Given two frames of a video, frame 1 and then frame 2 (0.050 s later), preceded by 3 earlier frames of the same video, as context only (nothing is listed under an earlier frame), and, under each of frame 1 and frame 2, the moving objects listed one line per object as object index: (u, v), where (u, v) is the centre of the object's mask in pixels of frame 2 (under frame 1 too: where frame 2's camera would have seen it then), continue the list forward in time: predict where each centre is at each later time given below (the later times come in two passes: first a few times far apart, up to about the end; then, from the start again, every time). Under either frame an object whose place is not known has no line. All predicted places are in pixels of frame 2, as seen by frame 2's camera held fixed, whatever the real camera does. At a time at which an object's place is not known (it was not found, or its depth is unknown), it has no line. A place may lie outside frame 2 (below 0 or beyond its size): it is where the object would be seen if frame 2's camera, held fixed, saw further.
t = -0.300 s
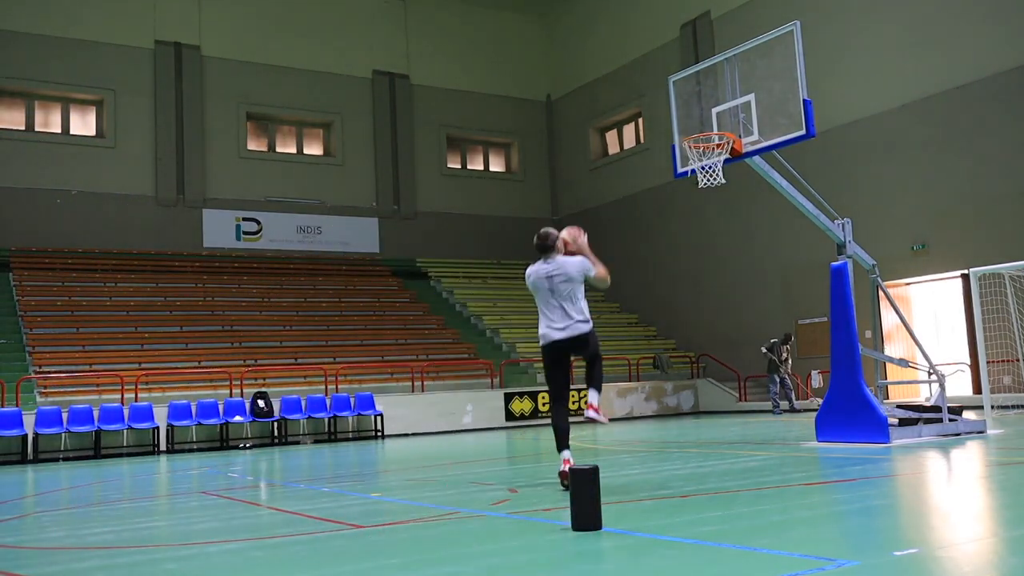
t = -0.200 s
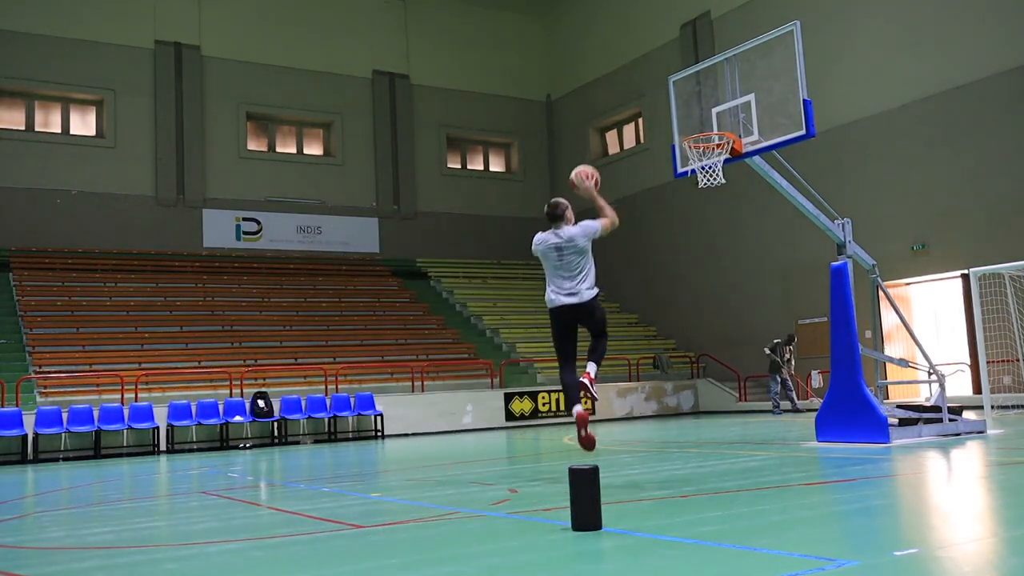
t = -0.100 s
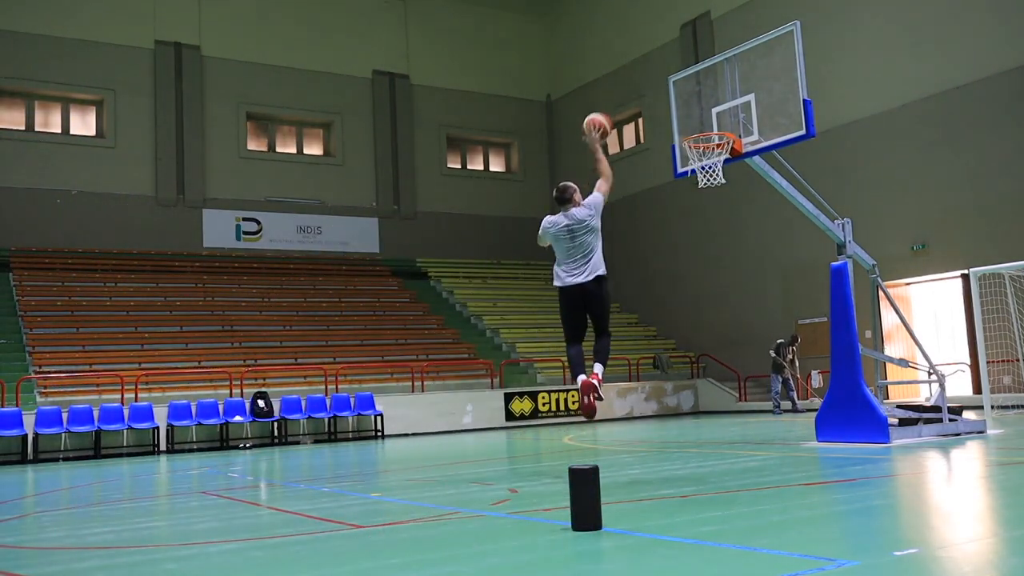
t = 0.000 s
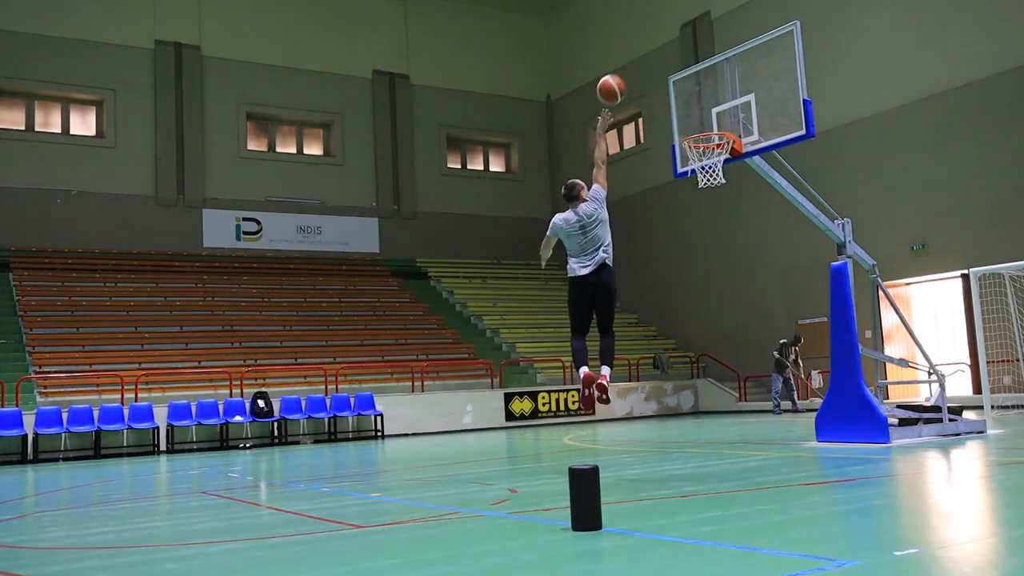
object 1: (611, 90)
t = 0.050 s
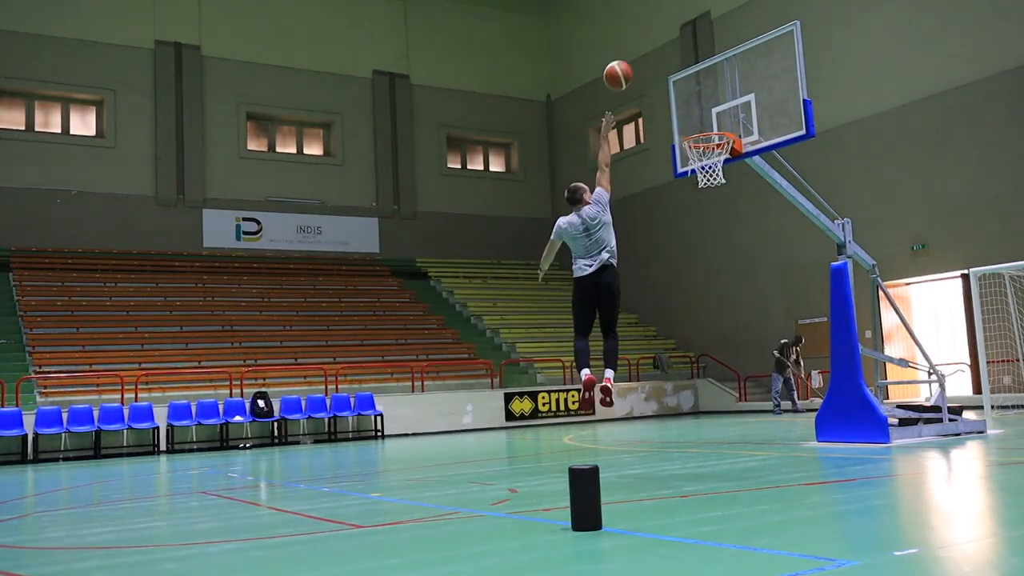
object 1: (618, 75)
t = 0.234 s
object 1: (643, 49)
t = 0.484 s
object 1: (677, 71)
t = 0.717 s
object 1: (705, 139)
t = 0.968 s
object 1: (716, 154)
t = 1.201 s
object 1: (711, 186)
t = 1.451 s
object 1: (711, 283)
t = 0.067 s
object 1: (620, 70)
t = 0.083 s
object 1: (623, 67)
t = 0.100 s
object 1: (625, 63)
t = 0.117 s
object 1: (627, 61)
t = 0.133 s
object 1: (630, 58)
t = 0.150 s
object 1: (632, 56)
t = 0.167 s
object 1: (634, 54)
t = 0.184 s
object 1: (636, 52)
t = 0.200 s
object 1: (638, 51)
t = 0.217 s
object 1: (641, 50)
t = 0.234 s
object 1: (643, 49)
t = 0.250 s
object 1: (645, 48)
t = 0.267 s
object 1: (648, 48)
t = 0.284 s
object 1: (650, 48)
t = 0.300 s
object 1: (652, 49)
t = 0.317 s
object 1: (654, 49)
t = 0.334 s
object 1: (656, 50)
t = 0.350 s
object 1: (659, 51)
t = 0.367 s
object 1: (661, 53)
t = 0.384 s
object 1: (663, 55)
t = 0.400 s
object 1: (666, 57)
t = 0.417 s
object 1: (668, 59)
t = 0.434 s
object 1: (670, 62)
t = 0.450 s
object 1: (672, 64)
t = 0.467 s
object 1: (674, 67)
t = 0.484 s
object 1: (677, 71)
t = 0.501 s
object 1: (678, 75)
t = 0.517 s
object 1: (681, 79)
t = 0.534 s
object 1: (684, 83)
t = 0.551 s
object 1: (686, 87)
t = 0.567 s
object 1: (688, 92)
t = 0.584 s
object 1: (691, 96)
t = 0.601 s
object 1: (693, 102)
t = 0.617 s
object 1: (695, 107)
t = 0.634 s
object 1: (697, 113)
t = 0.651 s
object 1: (699, 118)
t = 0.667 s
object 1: (702, 123)
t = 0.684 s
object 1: (703, 126)
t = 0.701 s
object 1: (704, 130)
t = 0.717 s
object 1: (705, 139)
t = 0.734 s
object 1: (707, 142)
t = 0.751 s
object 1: (708, 145)
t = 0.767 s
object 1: (711, 146)
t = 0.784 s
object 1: (717, 151)
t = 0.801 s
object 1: (717, 153)
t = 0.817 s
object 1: (717, 153)
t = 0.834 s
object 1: (717, 155)
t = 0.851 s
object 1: (718, 153)
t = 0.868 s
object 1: (718, 153)
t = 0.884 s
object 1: (719, 151)
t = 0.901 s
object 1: (717, 152)
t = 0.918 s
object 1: (718, 149)
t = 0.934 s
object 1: (721, 148)
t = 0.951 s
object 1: (718, 150)
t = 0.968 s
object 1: (716, 154)
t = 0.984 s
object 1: (716, 160)
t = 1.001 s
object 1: (716, 160)
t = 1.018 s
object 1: (716, 161)
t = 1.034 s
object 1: (715, 161)
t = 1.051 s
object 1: (714, 162)
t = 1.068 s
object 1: (713, 164)
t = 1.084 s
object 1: (713, 166)
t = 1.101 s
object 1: (712, 168)
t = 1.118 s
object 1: (712, 170)
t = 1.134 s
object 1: (712, 172)
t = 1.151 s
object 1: (712, 175)
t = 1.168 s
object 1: (711, 178)
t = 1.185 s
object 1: (711, 182)
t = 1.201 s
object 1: (711, 186)
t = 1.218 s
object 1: (710, 191)
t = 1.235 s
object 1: (710, 196)
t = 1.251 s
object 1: (710, 200)
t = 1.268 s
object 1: (710, 205)
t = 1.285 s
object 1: (710, 210)
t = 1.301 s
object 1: (710, 217)
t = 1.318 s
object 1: (710, 223)
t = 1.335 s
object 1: (710, 229)
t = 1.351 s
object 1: (710, 235)
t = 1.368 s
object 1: (710, 242)
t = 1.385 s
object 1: (710, 250)
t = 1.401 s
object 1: (711, 257)
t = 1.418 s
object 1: (710, 266)
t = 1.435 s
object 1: (711, 274)
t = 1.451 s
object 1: (711, 283)
